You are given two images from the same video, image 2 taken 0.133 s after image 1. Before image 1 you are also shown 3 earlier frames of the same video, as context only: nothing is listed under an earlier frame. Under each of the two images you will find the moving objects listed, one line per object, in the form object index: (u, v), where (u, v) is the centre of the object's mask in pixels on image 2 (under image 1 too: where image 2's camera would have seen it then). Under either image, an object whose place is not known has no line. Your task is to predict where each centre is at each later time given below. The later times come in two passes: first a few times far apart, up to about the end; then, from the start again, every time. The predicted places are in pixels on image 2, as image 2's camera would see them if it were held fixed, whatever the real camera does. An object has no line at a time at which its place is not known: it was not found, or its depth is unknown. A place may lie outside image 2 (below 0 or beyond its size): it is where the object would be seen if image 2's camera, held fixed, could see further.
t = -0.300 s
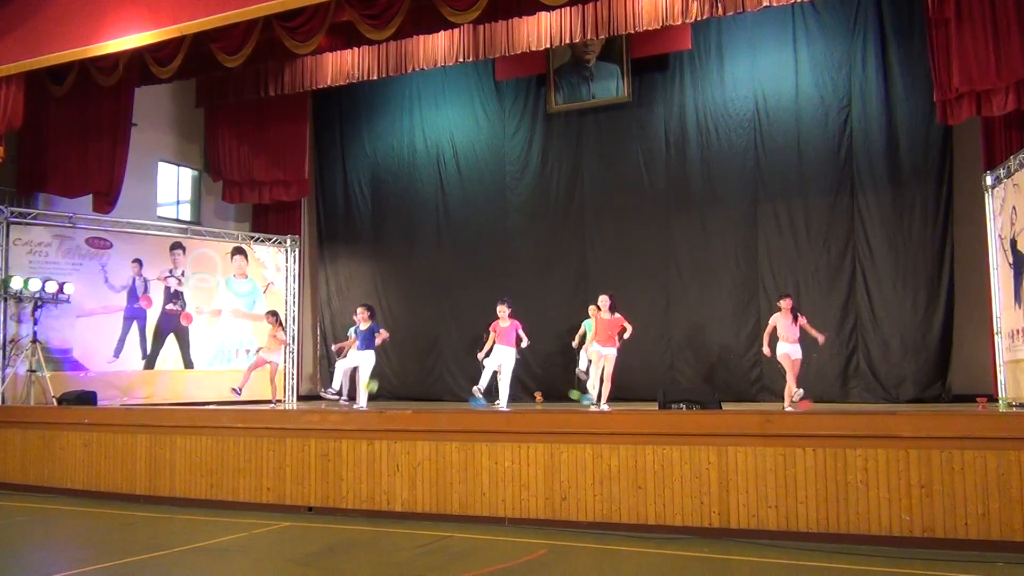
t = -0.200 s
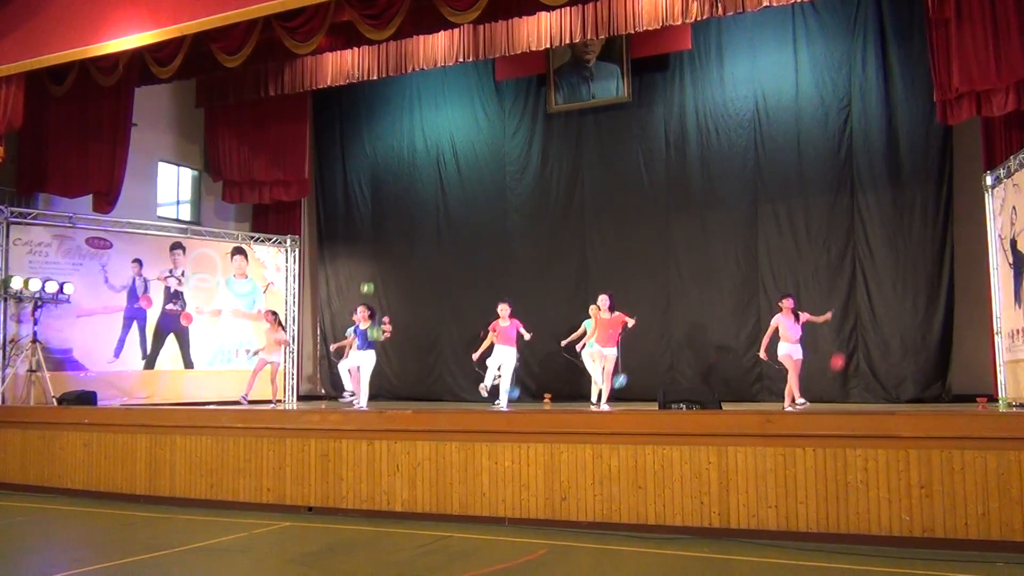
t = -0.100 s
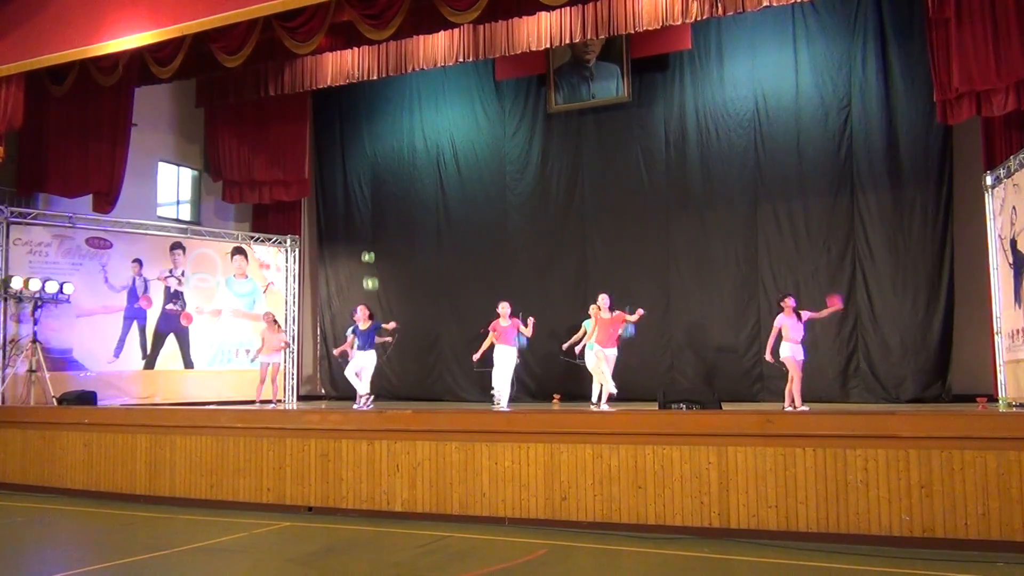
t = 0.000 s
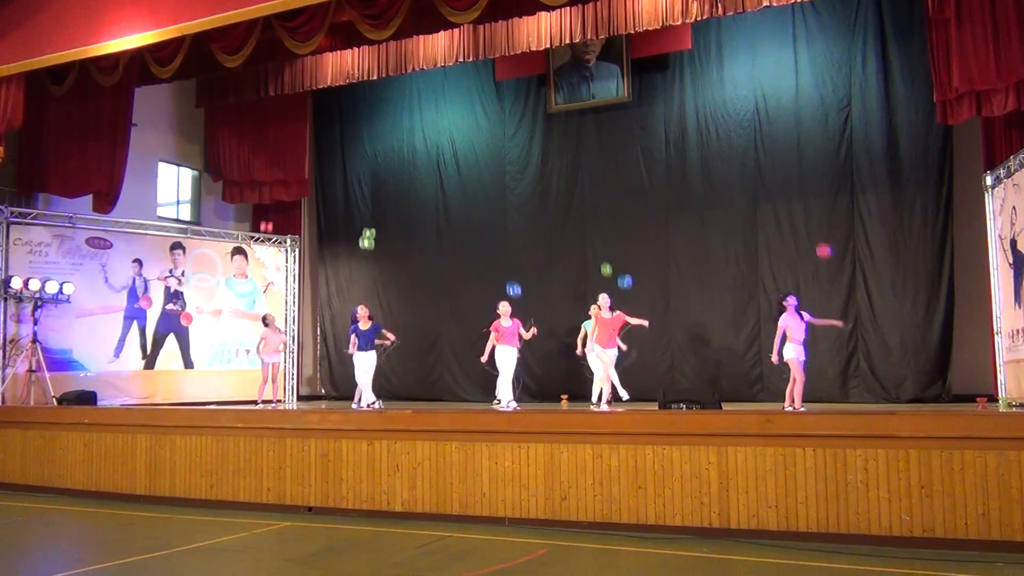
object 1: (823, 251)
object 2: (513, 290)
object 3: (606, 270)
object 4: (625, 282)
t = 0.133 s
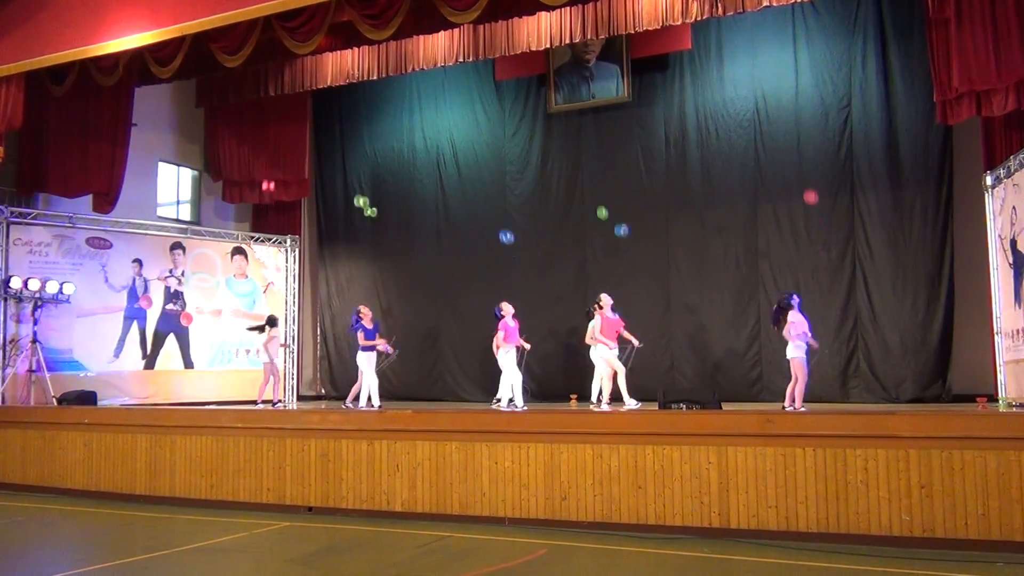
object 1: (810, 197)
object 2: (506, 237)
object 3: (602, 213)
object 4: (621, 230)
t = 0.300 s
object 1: (796, 152)
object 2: (498, 193)
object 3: (597, 159)
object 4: (617, 186)
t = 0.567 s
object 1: (776, 126)
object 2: (486, 169)
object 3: (591, 111)
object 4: (613, 159)
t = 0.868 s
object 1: (755, 161)
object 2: (472, 206)
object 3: (585, 109)
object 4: (609, 190)
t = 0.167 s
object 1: (807, 186)
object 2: (504, 226)
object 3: (601, 200)
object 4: (620, 220)
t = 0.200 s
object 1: (805, 176)
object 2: (503, 217)
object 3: (600, 189)
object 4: (620, 210)
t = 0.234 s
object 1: (802, 167)
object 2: (501, 208)
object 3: (599, 178)
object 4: (619, 201)
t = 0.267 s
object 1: (799, 159)
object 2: (499, 200)
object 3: (598, 168)
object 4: (618, 193)
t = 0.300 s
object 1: (796, 152)
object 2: (498, 193)
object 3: (597, 159)
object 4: (617, 186)
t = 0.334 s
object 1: (793, 145)
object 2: (497, 187)
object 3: (597, 151)
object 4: (617, 180)
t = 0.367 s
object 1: (791, 140)
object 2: (495, 182)
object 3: (596, 143)
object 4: (616, 175)
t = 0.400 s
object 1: (788, 135)
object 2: (493, 177)
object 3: (595, 136)
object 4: (615, 170)
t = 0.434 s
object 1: (785, 131)
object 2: (492, 174)
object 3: (594, 129)
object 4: (615, 166)
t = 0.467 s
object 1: (783, 129)
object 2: (490, 171)
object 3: (593, 124)
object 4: (614, 163)
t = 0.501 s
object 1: (781, 127)
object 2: (489, 170)
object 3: (593, 119)
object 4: (614, 161)
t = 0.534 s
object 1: (778, 126)
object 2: (487, 169)
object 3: (592, 115)
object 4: (613, 160)
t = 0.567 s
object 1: (776, 126)
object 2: (486, 169)
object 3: (591, 111)
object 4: (613, 159)
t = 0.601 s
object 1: (773, 126)
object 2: (484, 170)
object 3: (591, 108)
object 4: (612, 160)
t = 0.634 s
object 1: (771, 127)
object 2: (483, 171)
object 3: (590, 106)
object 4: (612, 160)
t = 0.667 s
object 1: (768, 130)
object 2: (482, 174)
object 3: (589, 104)
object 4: (611, 162)
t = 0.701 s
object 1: (766, 133)
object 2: (480, 176)
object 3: (588, 103)
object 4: (611, 165)
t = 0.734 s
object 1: (763, 137)
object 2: (478, 181)
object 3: (588, 103)
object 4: (610, 168)
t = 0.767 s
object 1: (761, 141)
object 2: (477, 186)
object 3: (587, 103)
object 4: (610, 173)
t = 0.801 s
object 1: (759, 147)
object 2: (475, 192)
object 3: (586, 105)
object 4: (609, 178)
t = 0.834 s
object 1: (757, 153)
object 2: (474, 199)
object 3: (586, 106)
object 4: (609, 183)
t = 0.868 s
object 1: (755, 161)
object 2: (472, 206)
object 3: (585, 109)
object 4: (609, 190)
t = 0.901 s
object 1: (752, 169)
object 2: (471, 214)
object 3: (585, 112)
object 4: (608, 198)
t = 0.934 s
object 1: (750, 178)
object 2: (470, 223)
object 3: (584, 115)
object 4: (608, 206)
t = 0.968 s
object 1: (748, 188)
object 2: (468, 233)
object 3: (583, 120)
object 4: (607, 215)
